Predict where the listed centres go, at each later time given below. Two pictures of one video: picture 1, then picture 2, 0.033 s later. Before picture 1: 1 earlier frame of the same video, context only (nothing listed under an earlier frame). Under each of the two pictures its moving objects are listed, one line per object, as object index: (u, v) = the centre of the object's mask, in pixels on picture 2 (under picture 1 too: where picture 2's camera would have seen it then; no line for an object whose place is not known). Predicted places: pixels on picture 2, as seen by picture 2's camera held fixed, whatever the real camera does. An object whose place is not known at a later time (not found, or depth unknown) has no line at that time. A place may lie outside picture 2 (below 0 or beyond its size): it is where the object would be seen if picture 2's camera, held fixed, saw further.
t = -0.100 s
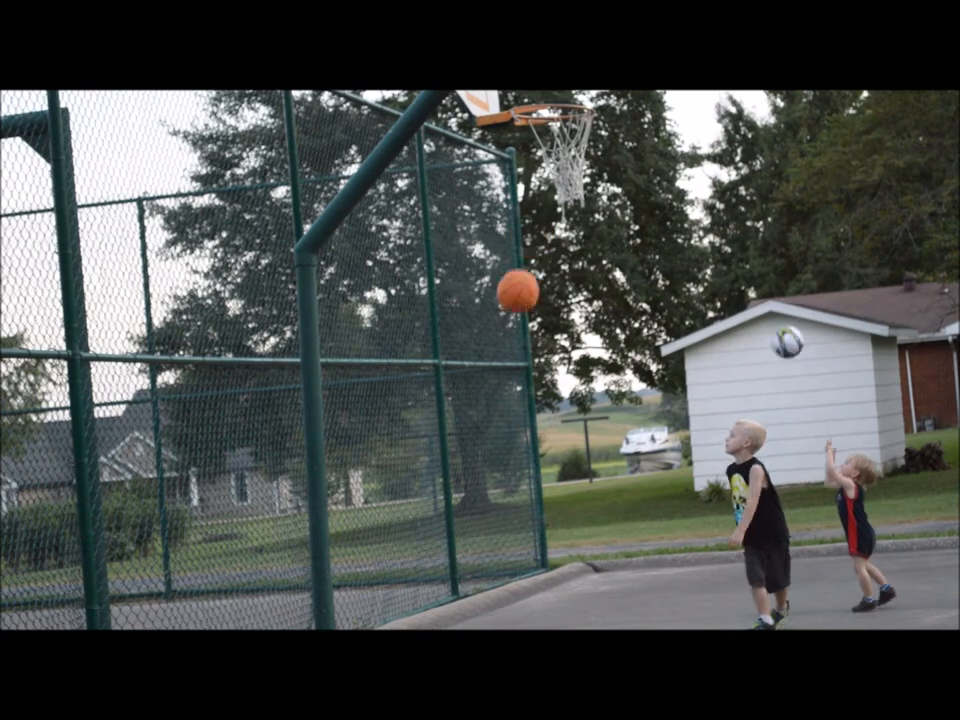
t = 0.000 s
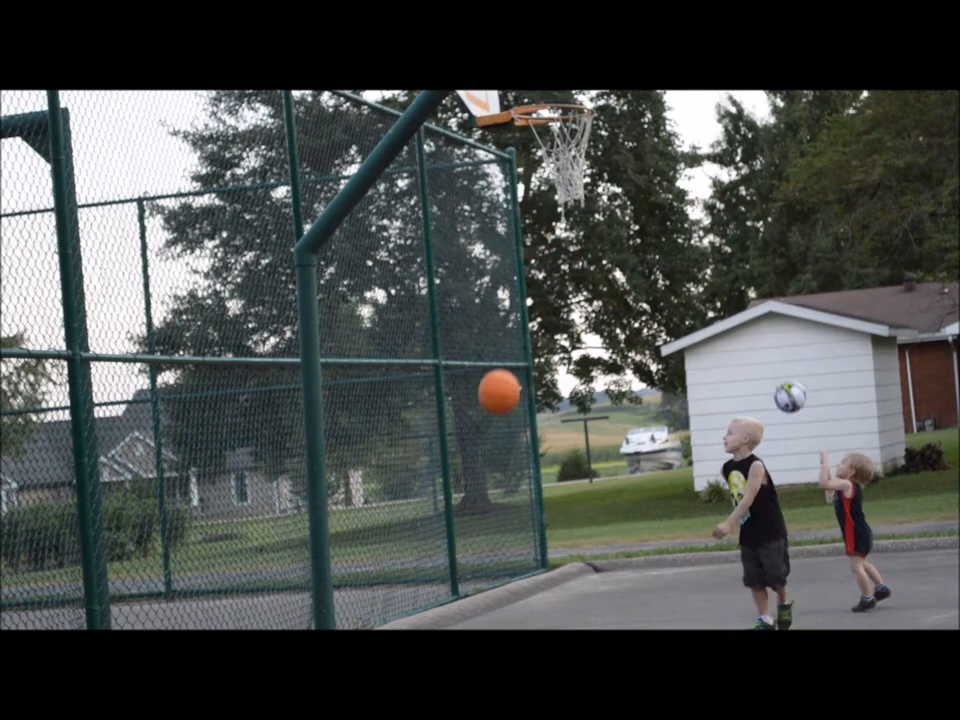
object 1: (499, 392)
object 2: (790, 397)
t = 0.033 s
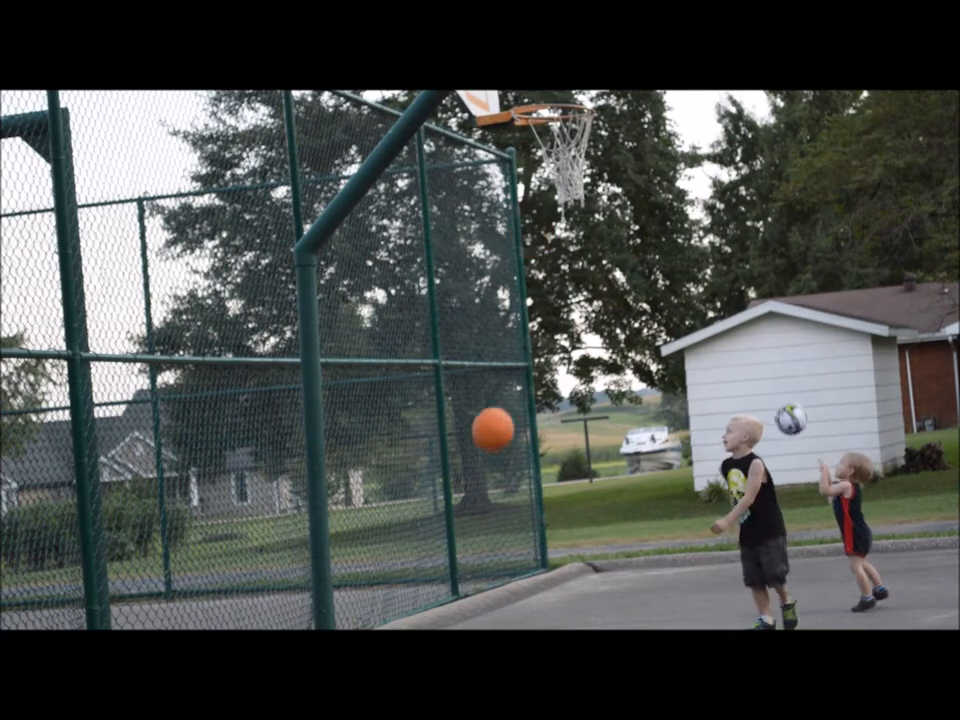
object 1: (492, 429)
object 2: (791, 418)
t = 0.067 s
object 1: (487, 468)
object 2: (791, 443)
